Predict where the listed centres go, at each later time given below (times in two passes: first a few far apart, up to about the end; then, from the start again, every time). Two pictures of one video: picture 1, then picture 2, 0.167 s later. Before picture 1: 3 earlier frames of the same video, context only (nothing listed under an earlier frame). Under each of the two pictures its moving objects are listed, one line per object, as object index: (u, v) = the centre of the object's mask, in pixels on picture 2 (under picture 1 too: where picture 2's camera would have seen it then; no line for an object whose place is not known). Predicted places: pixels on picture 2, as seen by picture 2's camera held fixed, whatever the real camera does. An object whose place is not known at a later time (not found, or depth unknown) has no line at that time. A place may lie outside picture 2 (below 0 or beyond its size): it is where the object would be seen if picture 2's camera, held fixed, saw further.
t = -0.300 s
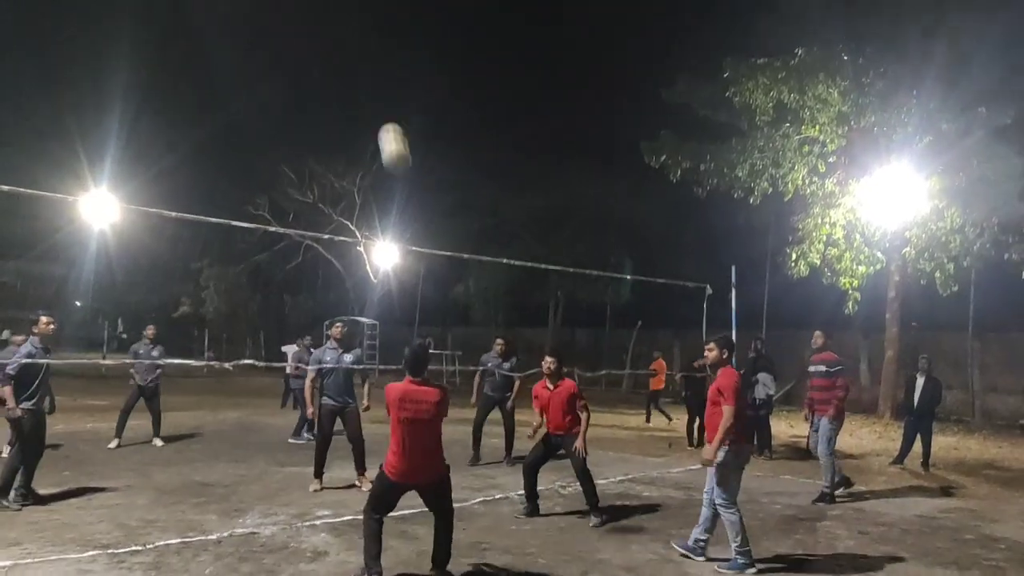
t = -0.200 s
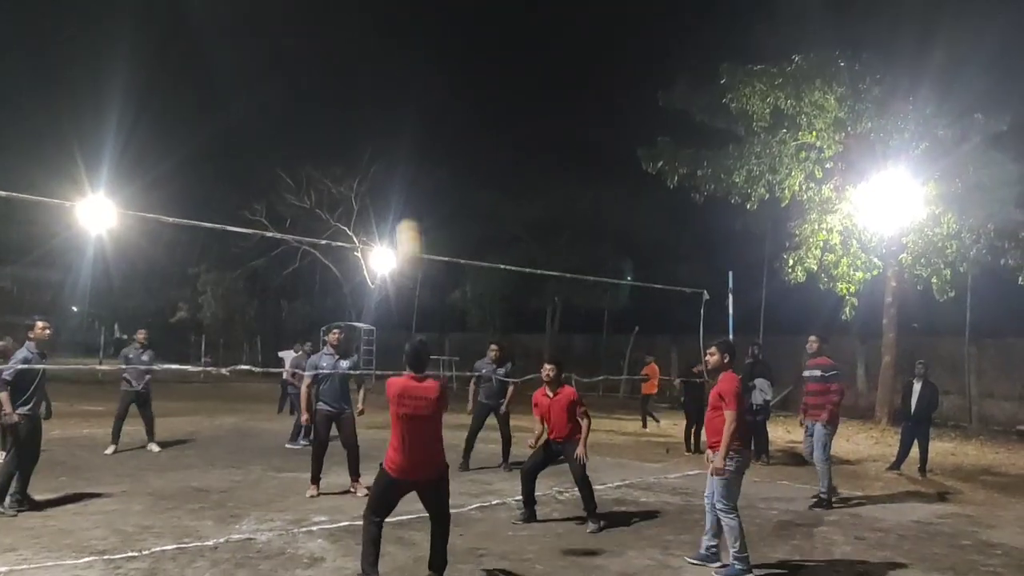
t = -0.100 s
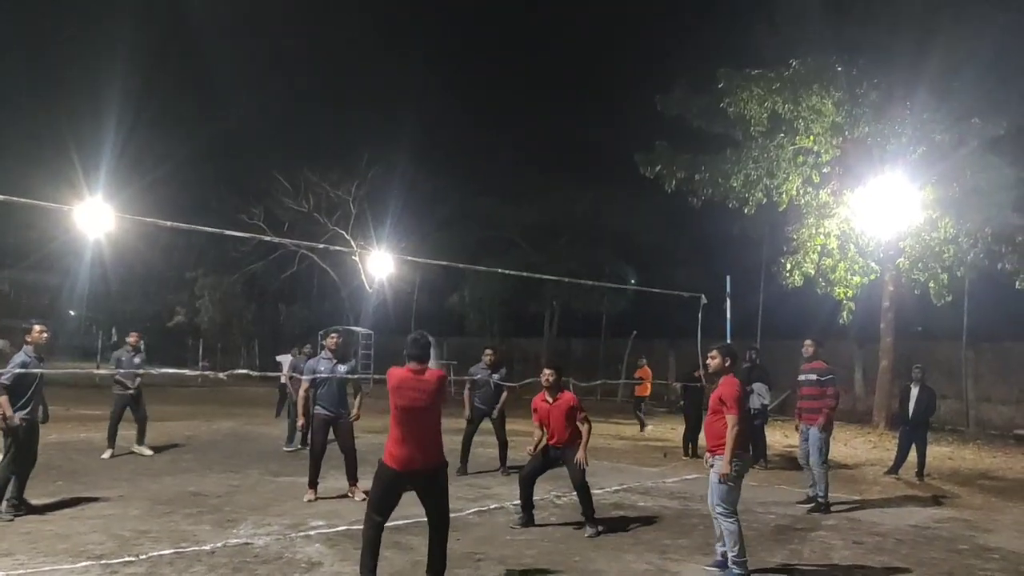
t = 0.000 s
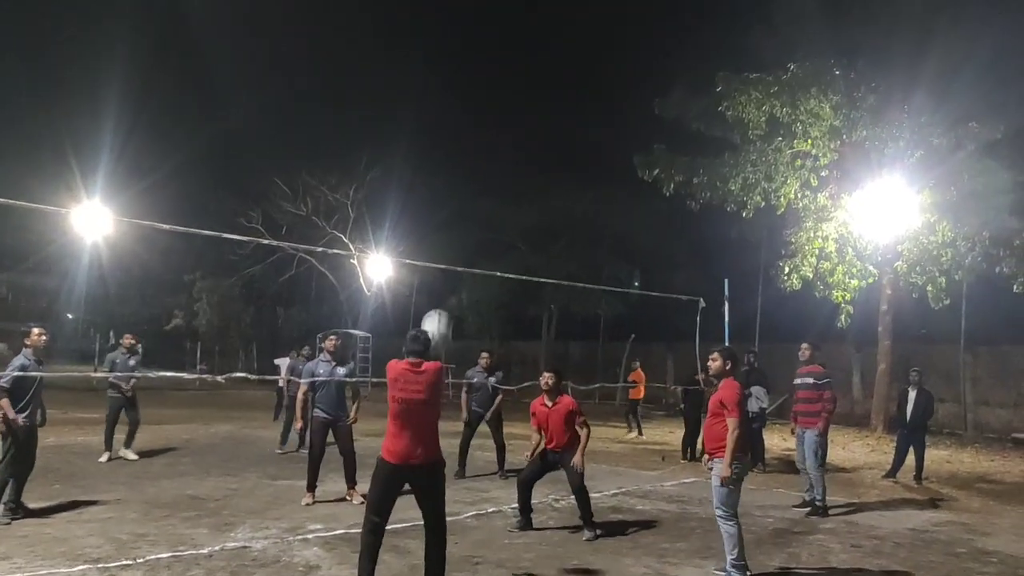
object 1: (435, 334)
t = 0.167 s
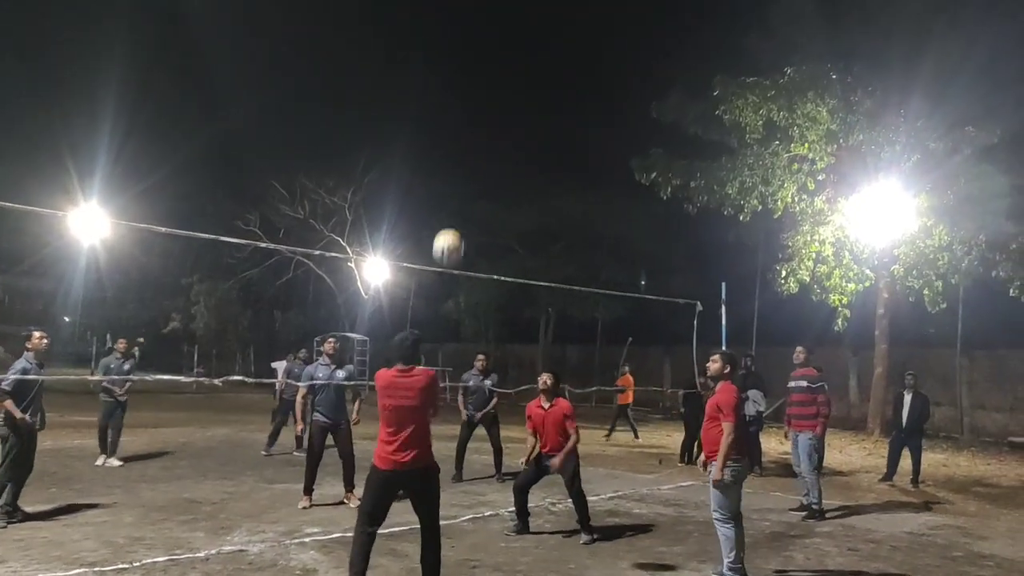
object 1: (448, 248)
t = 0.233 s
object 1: (454, 223)
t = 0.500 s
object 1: (473, 188)
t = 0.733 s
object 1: (486, 231)
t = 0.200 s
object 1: (451, 234)
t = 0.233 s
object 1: (454, 223)
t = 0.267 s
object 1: (456, 214)
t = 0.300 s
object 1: (459, 206)
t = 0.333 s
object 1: (461, 199)
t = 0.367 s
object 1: (464, 194)
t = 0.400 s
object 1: (466, 190)
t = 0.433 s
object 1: (468, 188)
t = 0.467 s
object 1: (471, 188)
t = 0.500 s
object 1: (473, 188)
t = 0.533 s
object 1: (475, 190)
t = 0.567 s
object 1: (477, 193)
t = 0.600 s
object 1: (479, 198)
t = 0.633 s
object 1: (481, 204)
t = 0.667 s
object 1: (483, 211)
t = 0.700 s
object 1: (484, 220)
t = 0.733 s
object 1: (486, 231)
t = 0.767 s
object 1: (488, 243)
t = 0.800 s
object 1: (490, 255)
